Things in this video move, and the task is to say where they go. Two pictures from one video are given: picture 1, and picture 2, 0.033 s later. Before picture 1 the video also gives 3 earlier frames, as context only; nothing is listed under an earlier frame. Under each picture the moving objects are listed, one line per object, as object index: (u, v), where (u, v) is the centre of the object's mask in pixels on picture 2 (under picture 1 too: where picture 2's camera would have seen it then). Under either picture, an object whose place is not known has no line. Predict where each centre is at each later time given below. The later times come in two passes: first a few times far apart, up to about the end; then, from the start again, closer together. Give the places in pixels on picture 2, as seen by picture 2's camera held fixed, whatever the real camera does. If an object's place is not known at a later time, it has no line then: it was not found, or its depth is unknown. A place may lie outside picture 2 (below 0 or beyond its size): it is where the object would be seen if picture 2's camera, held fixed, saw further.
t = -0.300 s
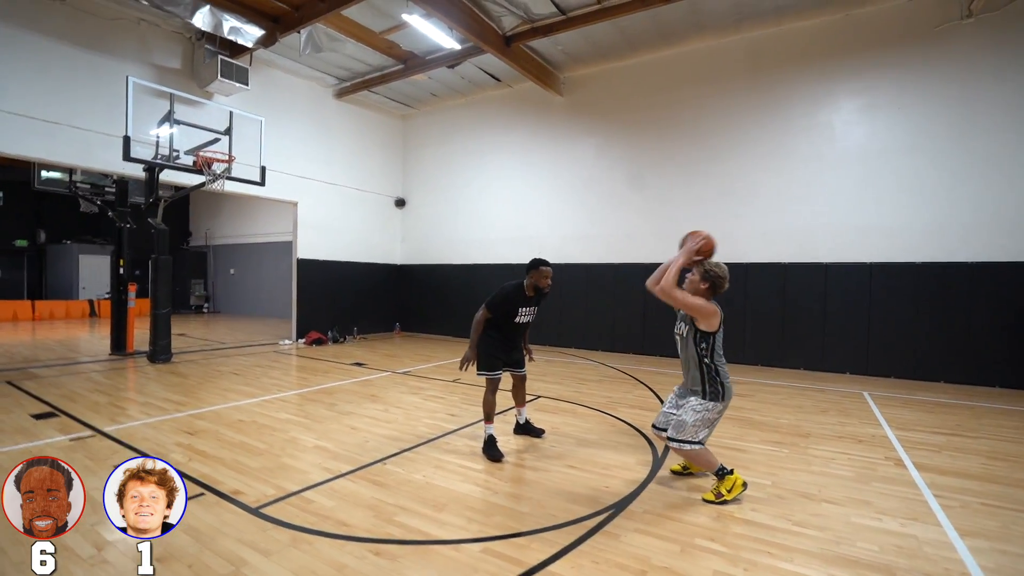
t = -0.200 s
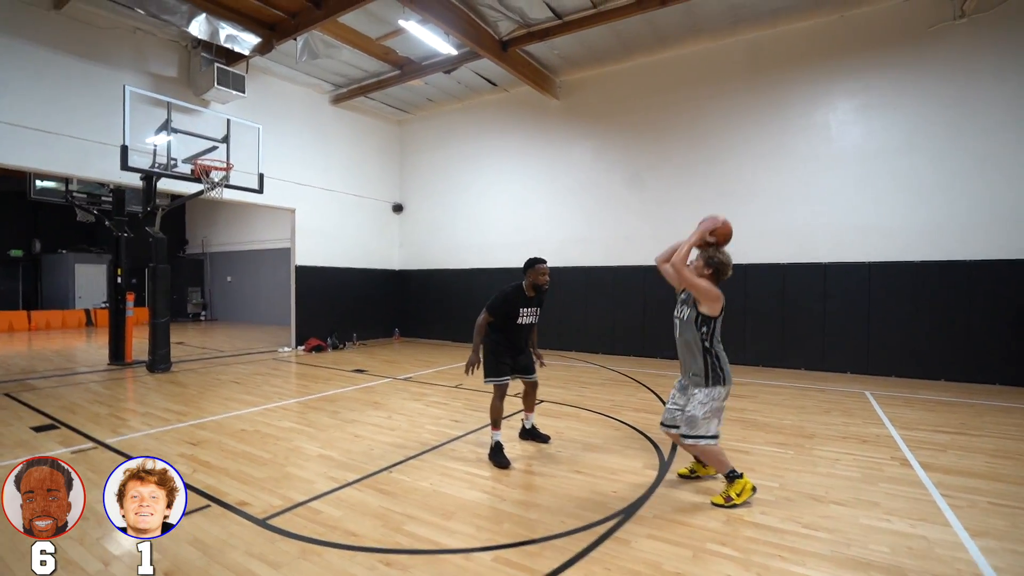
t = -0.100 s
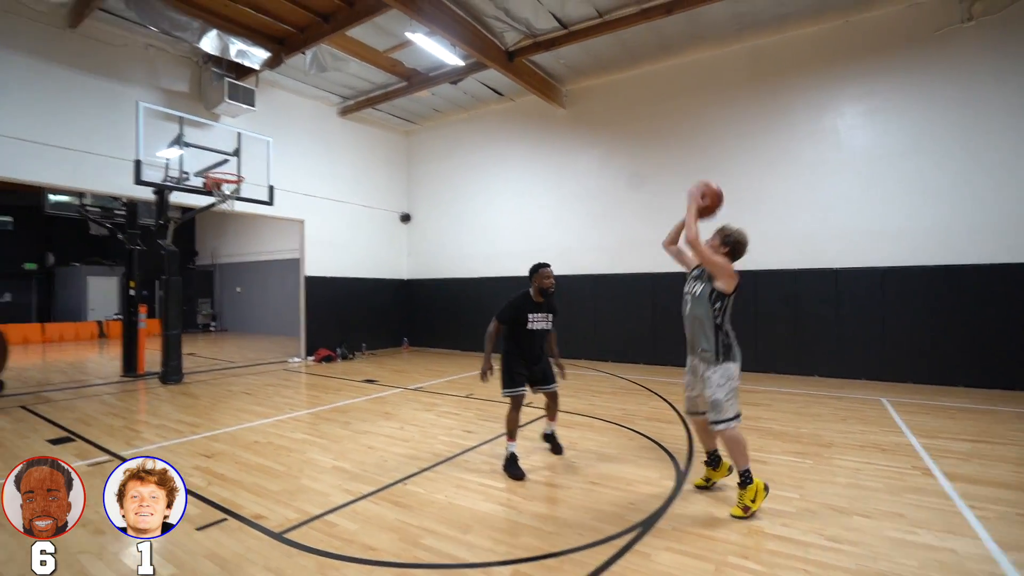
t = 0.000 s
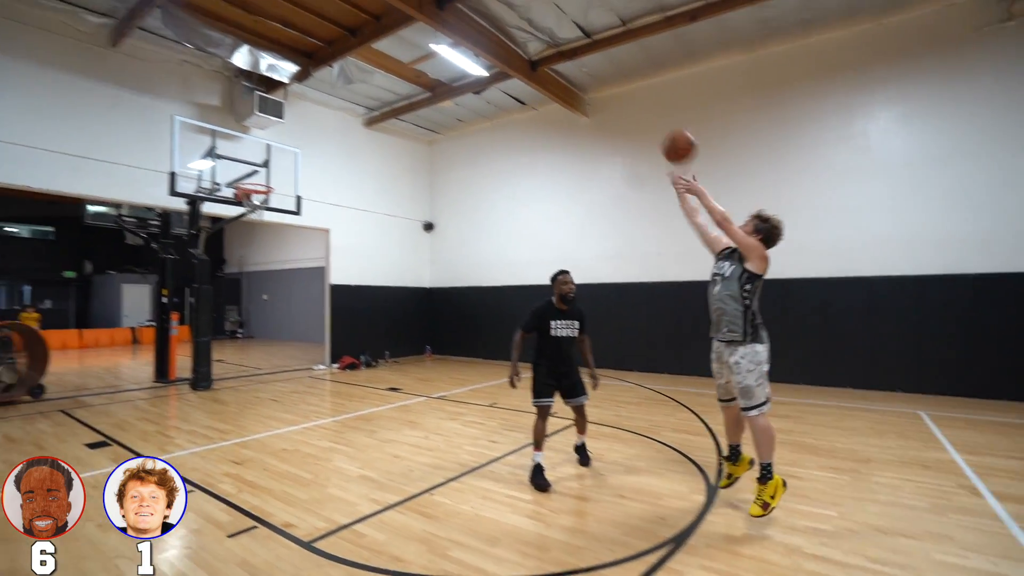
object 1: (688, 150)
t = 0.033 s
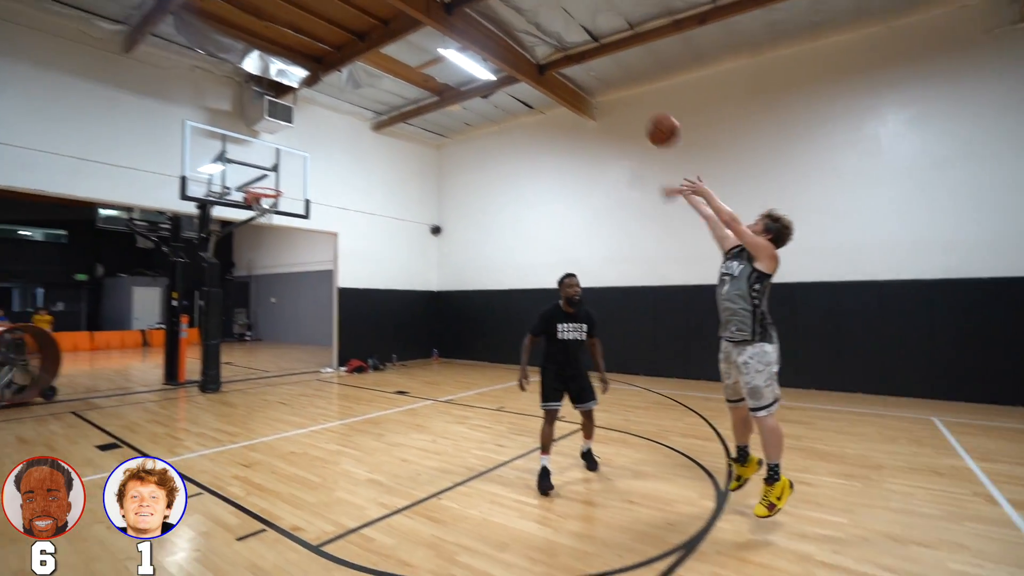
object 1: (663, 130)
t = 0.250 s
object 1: (533, 53)
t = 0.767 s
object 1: (344, 82)
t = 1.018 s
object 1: (287, 155)
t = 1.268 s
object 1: (251, 136)
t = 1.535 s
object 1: (216, 73)
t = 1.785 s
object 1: (175, 53)
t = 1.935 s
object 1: (145, 66)
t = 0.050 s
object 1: (651, 121)
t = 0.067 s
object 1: (639, 112)
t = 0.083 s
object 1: (628, 105)
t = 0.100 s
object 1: (618, 97)
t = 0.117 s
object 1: (608, 91)
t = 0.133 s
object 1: (598, 85)
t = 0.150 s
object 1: (588, 79)
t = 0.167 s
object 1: (578, 74)
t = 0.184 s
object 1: (568, 69)
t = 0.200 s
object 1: (559, 64)
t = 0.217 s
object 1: (551, 60)
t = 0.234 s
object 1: (542, 56)
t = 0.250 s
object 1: (533, 53)
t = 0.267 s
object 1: (525, 50)
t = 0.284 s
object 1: (516, 48)
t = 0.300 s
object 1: (509, 45)
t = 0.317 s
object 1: (500, 44)
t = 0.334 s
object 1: (493, 42)
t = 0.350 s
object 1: (487, 40)
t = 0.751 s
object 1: (349, 78)
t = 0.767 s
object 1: (344, 82)
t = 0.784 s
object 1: (340, 86)
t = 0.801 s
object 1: (336, 90)
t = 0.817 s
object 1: (333, 95)
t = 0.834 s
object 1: (329, 99)
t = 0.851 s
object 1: (325, 104)
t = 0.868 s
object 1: (321, 108)
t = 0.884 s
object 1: (317, 113)
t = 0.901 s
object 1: (313, 118)
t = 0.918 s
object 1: (310, 122)
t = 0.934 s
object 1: (306, 128)
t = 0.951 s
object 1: (302, 133)
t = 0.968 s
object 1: (298, 139)
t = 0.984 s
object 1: (295, 143)
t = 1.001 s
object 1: (291, 149)
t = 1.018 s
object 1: (287, 155)
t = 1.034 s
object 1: (283, 161)
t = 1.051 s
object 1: (281, 167)
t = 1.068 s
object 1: (277, 173)
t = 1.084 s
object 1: (273, 179)
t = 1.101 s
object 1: (271, 185)
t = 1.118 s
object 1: (269, 187)
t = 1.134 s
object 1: (266, 180)
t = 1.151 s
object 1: (264, 175)
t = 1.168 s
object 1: (263, 170)
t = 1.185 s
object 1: (260, 163)
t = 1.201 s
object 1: (259, 157)
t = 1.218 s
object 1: (257, 152)
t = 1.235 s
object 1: (255, 147)
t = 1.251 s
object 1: (253, 141)
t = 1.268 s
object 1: (251, 136)
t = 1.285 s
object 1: (250, 131)
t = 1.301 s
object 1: (248, 126)
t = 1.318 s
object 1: (246, 121)
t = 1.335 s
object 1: (244, 118)
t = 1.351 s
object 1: (241, 112)
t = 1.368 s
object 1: (239, 108)
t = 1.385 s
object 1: (237, 104)
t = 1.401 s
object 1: (235, 100)
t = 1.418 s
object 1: (233, 97)
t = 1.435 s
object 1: (230, 91)
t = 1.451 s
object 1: (229, 88)
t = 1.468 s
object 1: (227, 85)
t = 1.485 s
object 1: (224, 82)
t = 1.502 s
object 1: (222, 79)
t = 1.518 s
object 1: (219, 76)
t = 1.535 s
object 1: (216, 73)
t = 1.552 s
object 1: (214, 71)
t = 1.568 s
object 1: (212, 68)
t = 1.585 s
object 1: (210, 66)
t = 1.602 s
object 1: (207, 64)
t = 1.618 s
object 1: (205, 62)
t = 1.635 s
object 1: (201, 60)
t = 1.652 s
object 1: (198, 59)
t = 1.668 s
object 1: (195, 58)
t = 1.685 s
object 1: (193, 57)
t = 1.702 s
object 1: (191, 55)
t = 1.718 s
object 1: (187, 55)
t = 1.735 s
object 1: (185, 54)
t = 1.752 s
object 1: (181, 54)
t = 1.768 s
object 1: (179, 54)
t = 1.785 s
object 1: (175, 53)
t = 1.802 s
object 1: (172, 54)
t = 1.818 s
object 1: (169, 55)
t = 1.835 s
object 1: (165, 56)
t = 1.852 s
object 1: (162, 57)
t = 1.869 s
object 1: (159, 59)
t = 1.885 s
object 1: (155, 60)
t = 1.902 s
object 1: (152, 62)
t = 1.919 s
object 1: (149, 65)
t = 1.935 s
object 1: (145, 66)
